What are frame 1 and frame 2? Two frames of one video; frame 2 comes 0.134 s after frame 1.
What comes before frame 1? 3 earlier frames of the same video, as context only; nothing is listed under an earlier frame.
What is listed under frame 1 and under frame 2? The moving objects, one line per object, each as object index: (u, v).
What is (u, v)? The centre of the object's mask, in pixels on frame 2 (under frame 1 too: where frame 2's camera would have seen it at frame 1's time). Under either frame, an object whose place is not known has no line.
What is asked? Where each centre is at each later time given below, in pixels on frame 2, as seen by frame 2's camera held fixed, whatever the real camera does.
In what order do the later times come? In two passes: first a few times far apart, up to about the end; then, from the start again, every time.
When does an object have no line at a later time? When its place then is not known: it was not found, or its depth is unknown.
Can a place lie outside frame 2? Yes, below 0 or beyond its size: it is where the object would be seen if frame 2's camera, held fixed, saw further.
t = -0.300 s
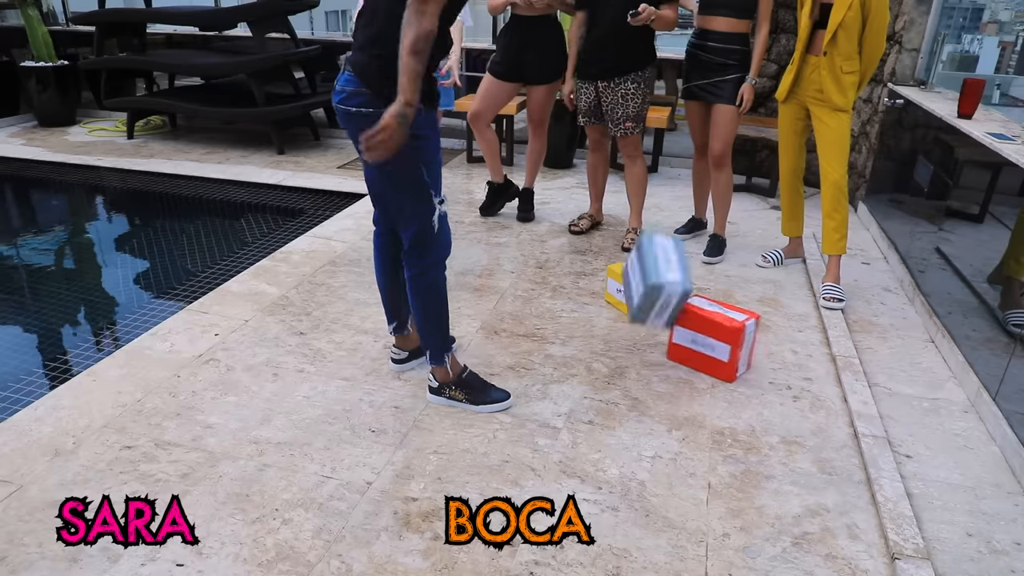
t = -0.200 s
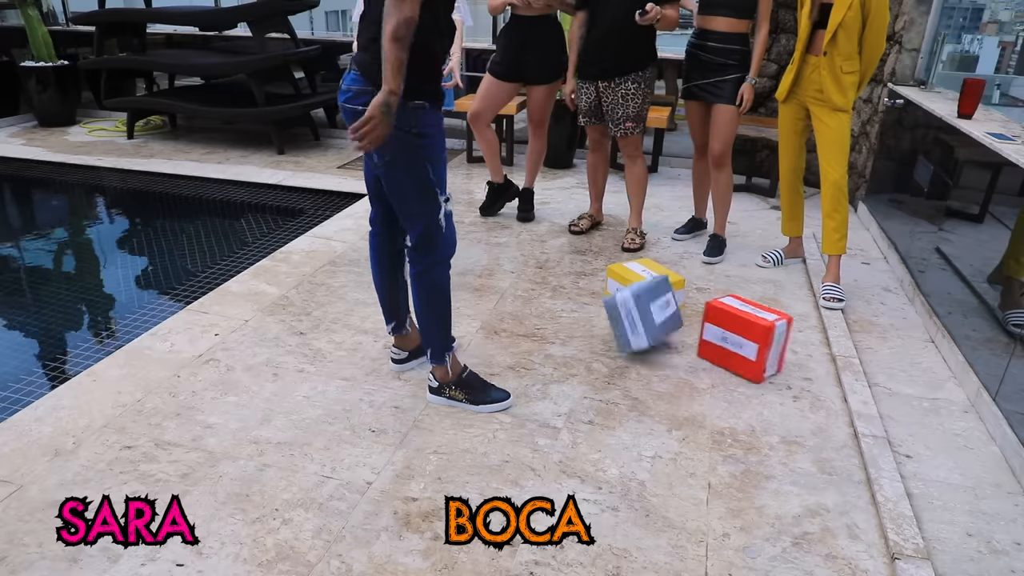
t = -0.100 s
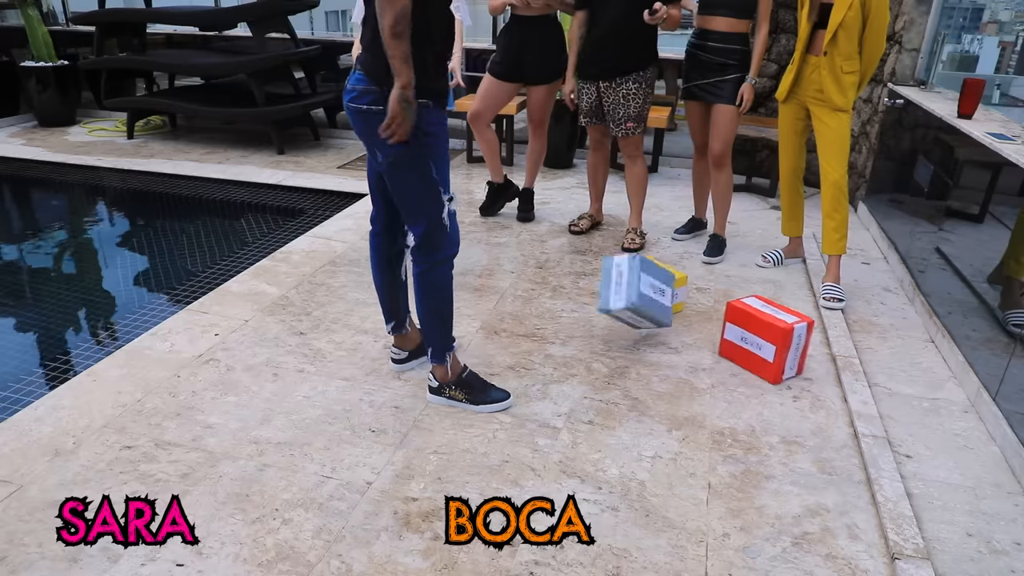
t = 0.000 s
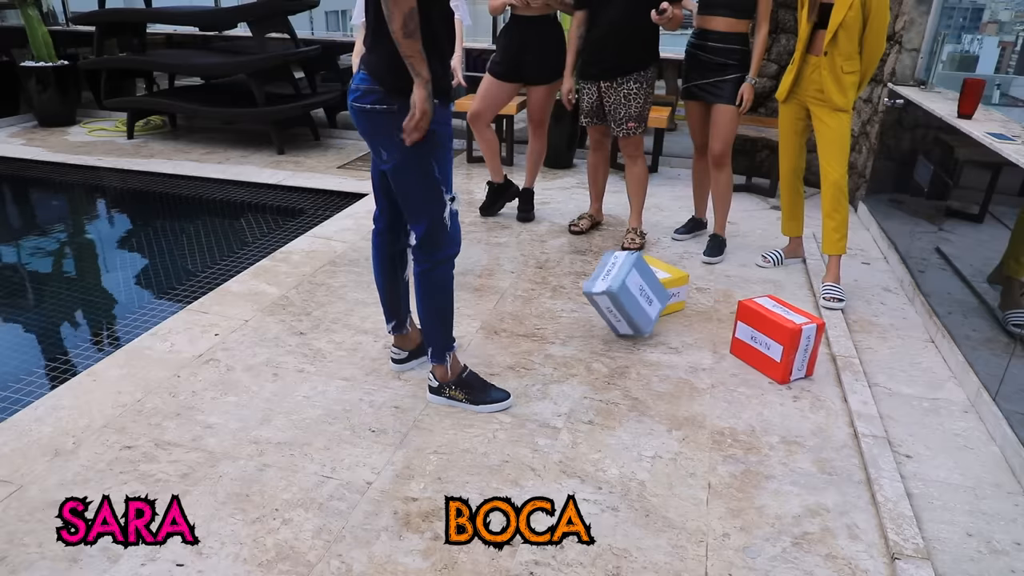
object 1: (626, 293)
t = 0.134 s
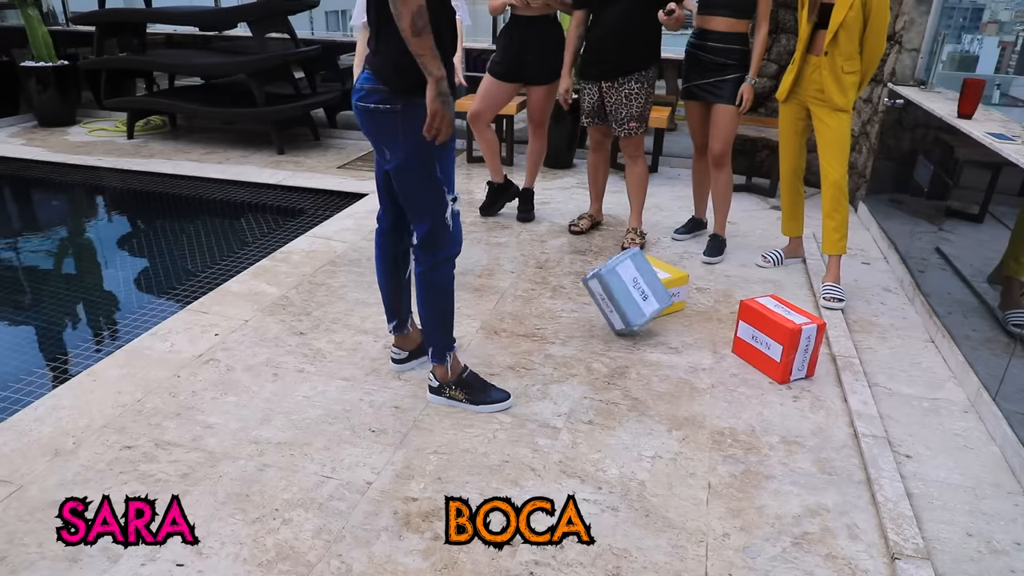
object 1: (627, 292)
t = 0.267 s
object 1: (627, 293)
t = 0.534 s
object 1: (616, 301)
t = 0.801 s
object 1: (616, 301)
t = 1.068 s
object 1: (616, 301)
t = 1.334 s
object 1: (616, 301)
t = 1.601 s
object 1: (616, 301)
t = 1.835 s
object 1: (616, 301)
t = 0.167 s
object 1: (628, 291)
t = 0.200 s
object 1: (628, 290)
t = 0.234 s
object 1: (628, 291)
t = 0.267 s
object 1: (627, 293)
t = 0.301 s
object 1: (625, 294)
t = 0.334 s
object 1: (624, 296)
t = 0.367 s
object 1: (622, 297)
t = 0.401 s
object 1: (620, 300)
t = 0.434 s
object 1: (617, 302)
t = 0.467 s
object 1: (617, 301)
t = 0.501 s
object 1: (616, 301)
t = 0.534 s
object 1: (616, 301)
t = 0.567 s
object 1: (616, 301)
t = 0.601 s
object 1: (616, 301)
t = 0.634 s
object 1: (616, 301)
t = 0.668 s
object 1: (616, 301)
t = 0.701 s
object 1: (616, 301)
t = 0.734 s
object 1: (616, 301)
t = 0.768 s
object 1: (616, 301)
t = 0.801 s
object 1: (616, 301)
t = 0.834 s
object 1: (616, 301)
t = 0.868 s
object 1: (616, 301)
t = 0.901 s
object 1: (616, 301)
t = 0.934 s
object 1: (616, 301)
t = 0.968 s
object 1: (616, 301)
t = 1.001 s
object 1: (616, 301)
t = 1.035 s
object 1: (616, 301)
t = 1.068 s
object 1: (616, 301)
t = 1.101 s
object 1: (616, 301)
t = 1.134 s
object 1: (616, 301)
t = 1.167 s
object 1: (616, 301)
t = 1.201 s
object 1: (616, 301)
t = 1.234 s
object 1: (616, 301)
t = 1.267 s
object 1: (616, 301)
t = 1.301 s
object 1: (616, 301)
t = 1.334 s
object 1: (616, 301)
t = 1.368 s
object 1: (616, 301)
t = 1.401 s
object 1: (616, 301)
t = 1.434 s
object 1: (616, 301)
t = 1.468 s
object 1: (616, 301)
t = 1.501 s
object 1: (616, 301)
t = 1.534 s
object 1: (616, 301)
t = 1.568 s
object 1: (616, 301)
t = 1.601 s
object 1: (616, 301)
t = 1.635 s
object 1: (616, 301)
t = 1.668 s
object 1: (616, 301)
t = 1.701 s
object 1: (616, 301)
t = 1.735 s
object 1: (616, 301)
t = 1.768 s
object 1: (616, 301)
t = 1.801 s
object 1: (616, 301)
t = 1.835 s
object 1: (616, 301)
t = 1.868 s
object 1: (616, 301)
